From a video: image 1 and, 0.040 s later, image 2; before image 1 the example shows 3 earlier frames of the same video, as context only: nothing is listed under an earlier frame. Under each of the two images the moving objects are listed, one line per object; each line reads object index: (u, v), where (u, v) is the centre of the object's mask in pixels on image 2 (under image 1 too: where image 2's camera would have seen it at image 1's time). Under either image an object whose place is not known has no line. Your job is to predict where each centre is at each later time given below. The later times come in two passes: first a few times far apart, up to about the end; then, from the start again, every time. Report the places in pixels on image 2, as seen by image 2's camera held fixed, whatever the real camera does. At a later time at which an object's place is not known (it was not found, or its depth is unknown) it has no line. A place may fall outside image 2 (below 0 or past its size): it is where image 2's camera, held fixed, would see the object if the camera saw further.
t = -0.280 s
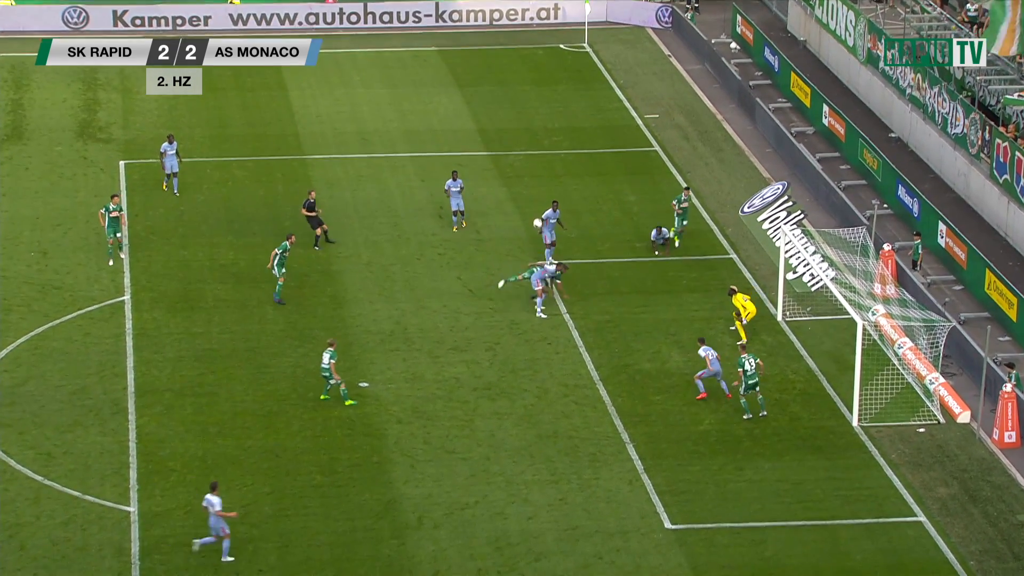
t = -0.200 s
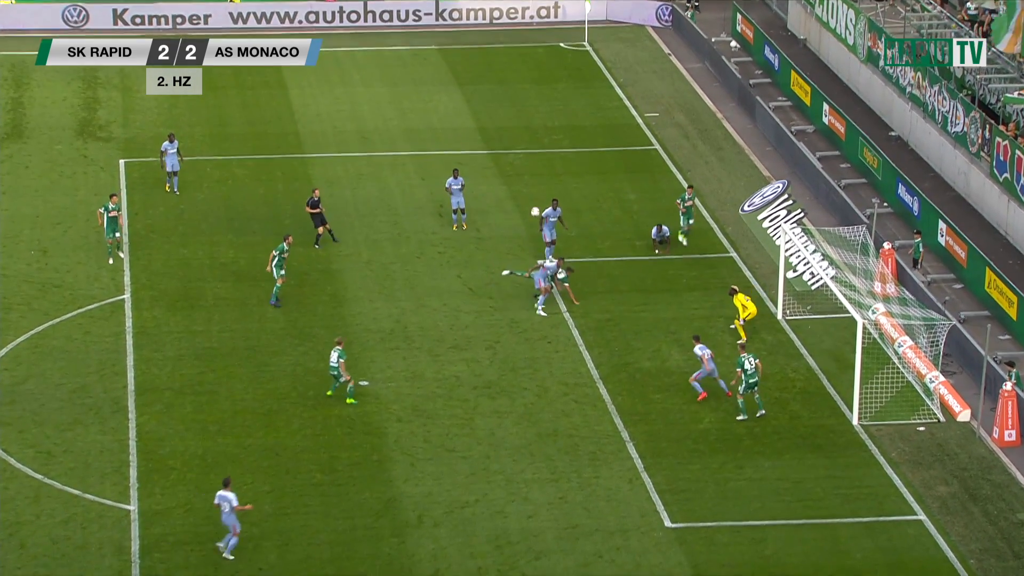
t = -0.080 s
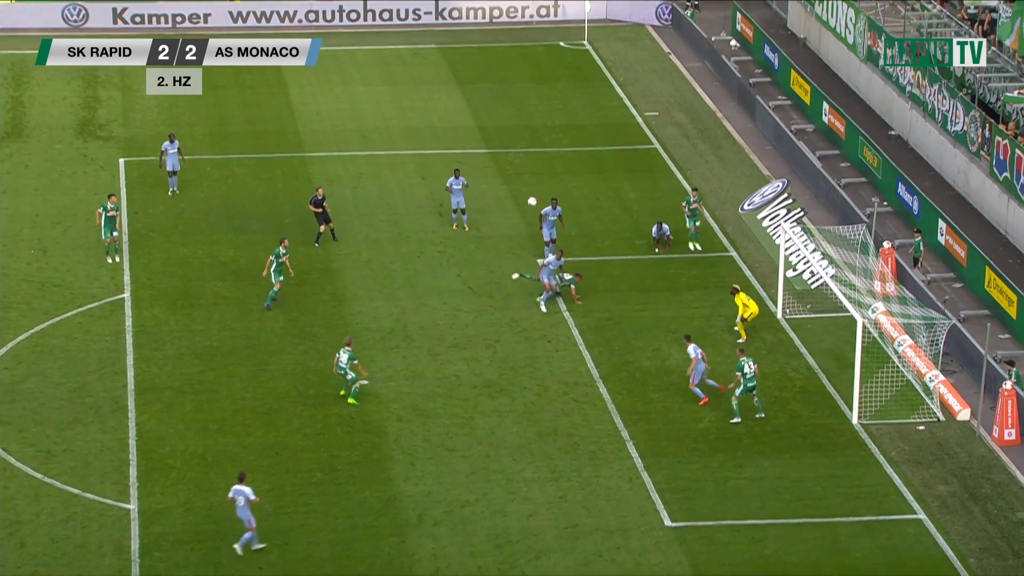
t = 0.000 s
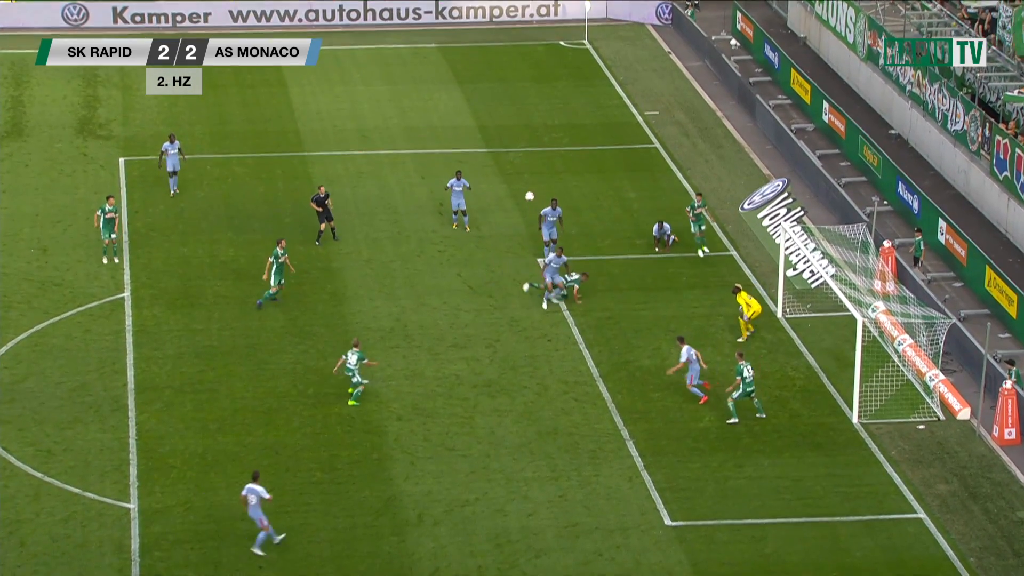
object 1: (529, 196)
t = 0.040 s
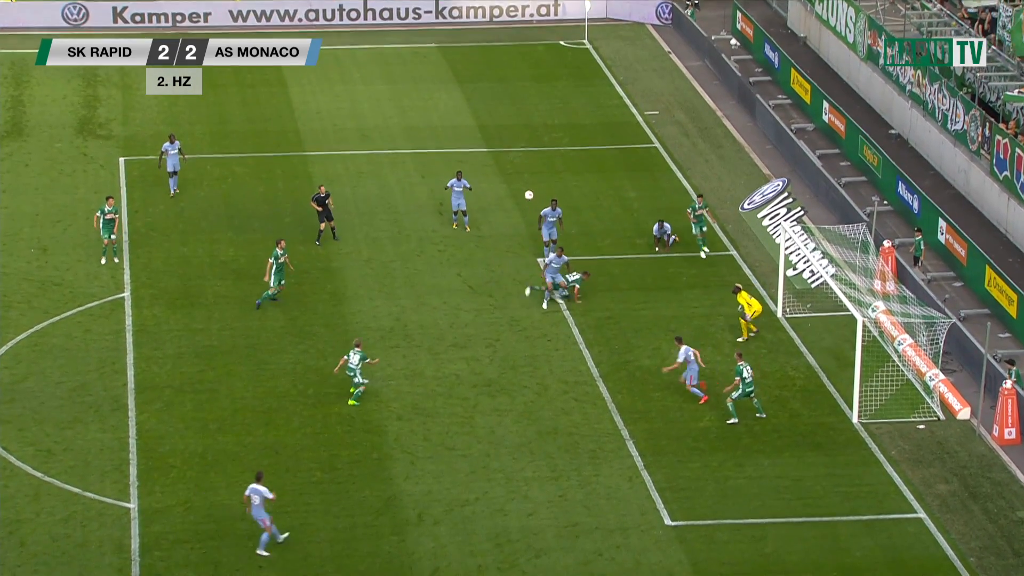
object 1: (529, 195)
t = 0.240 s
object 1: (523, 195)
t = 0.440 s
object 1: (516, 206)
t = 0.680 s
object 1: (507, 241)
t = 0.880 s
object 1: (500, 280)
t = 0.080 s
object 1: (528, 194)
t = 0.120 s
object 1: (526, 193)
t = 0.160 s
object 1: (525, 193)
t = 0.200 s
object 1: (524, 194)
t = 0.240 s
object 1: (523, 195)
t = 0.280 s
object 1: (521, 196)
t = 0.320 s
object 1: (520, 198)
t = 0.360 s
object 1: (518, 201)
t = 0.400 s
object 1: (517, 204)
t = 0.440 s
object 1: (516, 206)
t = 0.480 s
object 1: (515, 210)
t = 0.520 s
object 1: (513, 215)
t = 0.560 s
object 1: (512, 221)
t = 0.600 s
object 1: (510, 227)
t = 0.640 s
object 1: (509, 233)
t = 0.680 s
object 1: (507, 241)
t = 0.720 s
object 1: (506, 248)
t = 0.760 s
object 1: (505, 253)
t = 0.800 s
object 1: (504, 261)
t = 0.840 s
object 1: (502, 270)
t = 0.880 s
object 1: (500, 280)
